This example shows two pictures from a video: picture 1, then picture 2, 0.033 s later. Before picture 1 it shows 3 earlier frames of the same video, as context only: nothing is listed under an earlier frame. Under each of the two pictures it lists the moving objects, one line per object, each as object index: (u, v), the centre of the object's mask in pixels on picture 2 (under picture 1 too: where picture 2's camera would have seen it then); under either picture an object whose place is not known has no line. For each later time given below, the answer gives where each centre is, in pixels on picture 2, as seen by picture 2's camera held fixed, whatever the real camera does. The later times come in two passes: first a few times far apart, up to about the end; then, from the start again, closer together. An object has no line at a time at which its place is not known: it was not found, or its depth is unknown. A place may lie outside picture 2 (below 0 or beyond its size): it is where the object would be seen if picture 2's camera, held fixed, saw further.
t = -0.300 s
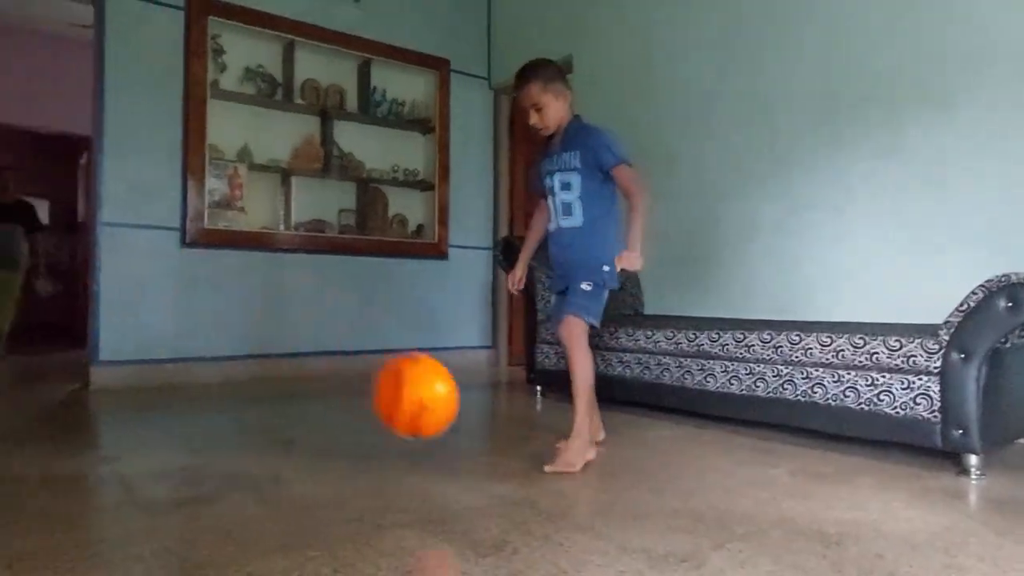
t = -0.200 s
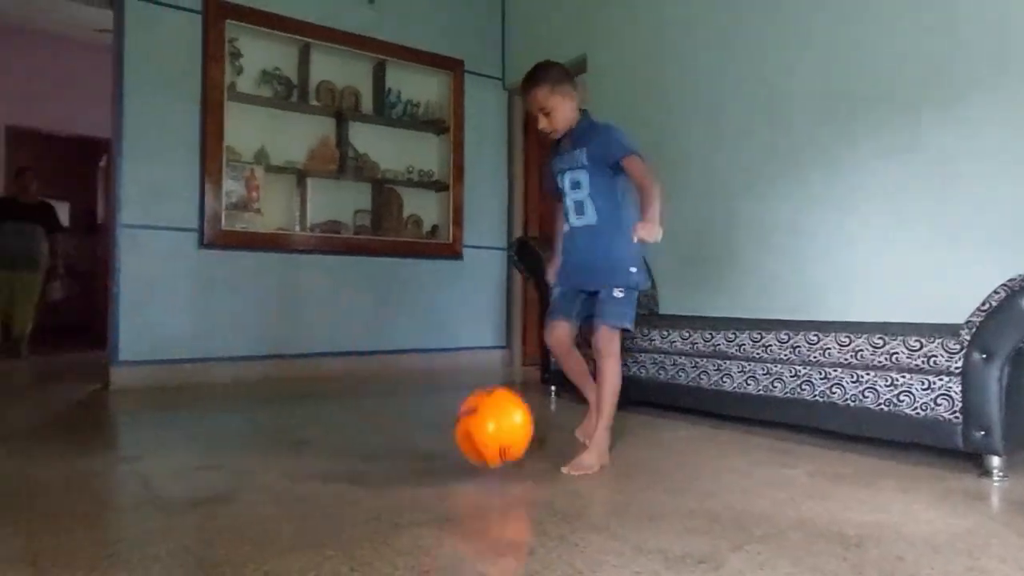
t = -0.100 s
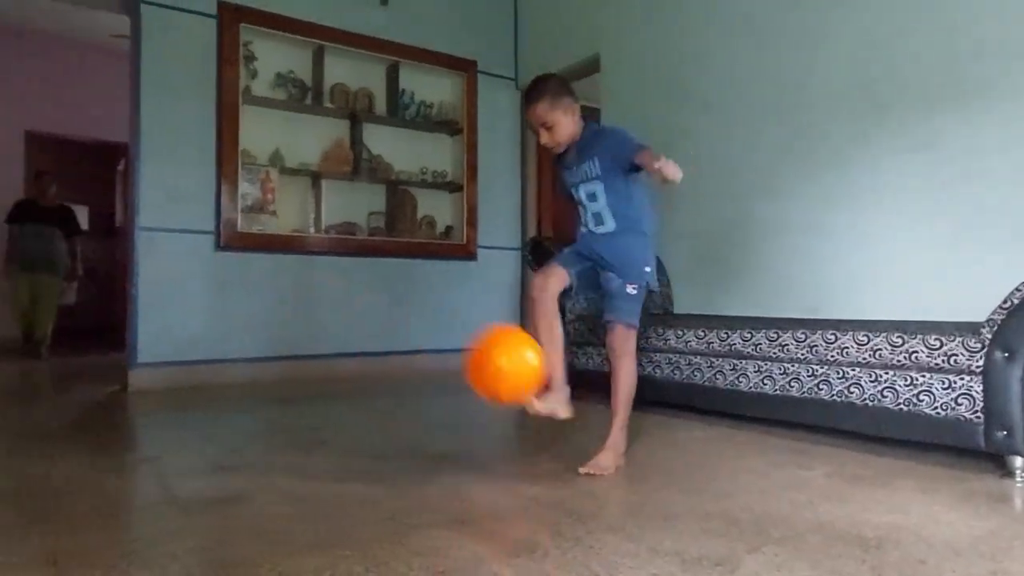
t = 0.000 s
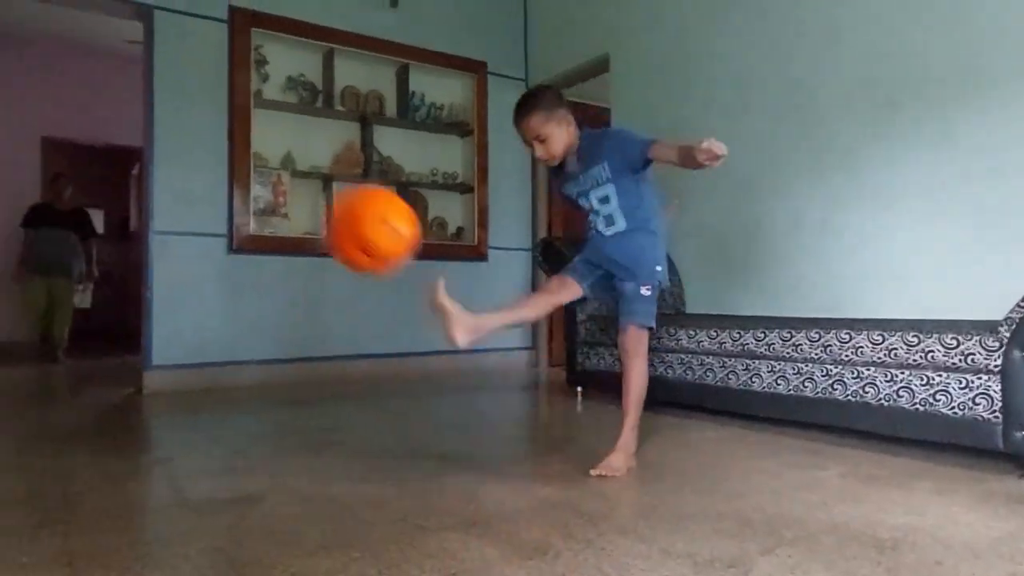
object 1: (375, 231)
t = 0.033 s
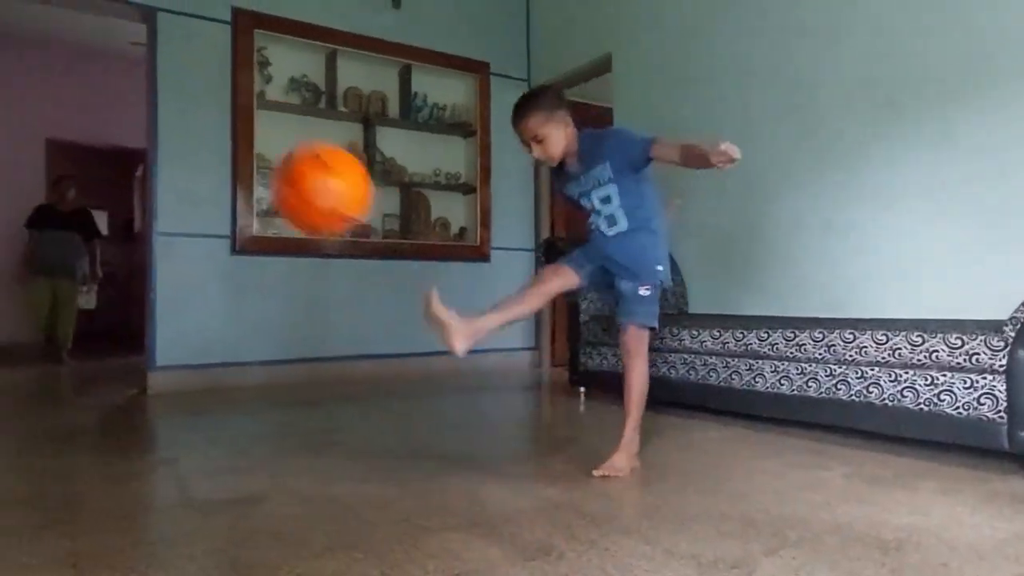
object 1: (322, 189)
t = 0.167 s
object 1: (66, 41)
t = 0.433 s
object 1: (89, 98)
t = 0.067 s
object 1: (267, 149)
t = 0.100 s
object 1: (207, 113)
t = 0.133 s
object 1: (138, 75)
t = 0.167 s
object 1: (66, 41)
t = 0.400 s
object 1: (26, 52)
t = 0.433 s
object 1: (89, 98)
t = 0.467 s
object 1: (137, 141)
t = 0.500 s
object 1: (189, 190)
